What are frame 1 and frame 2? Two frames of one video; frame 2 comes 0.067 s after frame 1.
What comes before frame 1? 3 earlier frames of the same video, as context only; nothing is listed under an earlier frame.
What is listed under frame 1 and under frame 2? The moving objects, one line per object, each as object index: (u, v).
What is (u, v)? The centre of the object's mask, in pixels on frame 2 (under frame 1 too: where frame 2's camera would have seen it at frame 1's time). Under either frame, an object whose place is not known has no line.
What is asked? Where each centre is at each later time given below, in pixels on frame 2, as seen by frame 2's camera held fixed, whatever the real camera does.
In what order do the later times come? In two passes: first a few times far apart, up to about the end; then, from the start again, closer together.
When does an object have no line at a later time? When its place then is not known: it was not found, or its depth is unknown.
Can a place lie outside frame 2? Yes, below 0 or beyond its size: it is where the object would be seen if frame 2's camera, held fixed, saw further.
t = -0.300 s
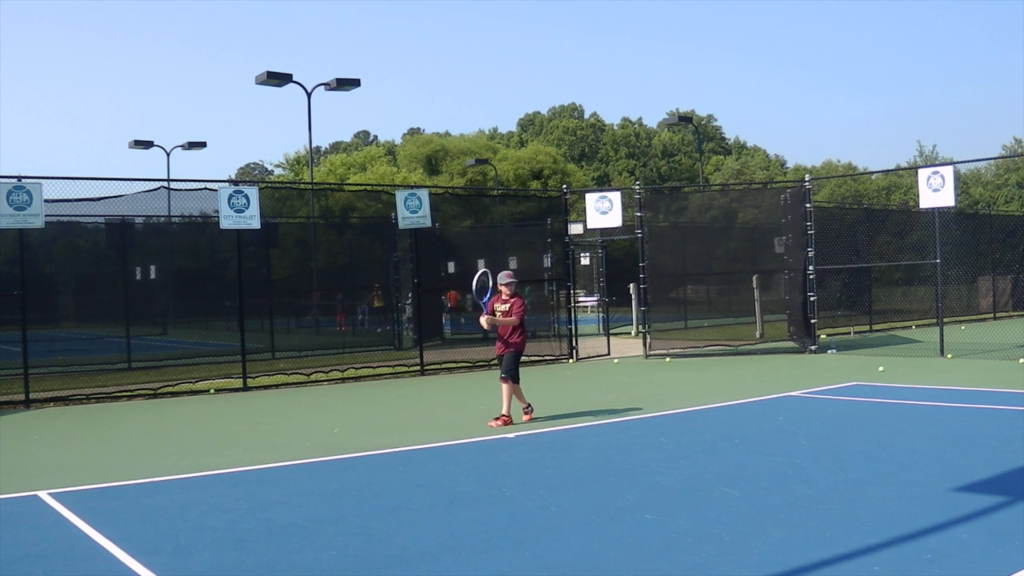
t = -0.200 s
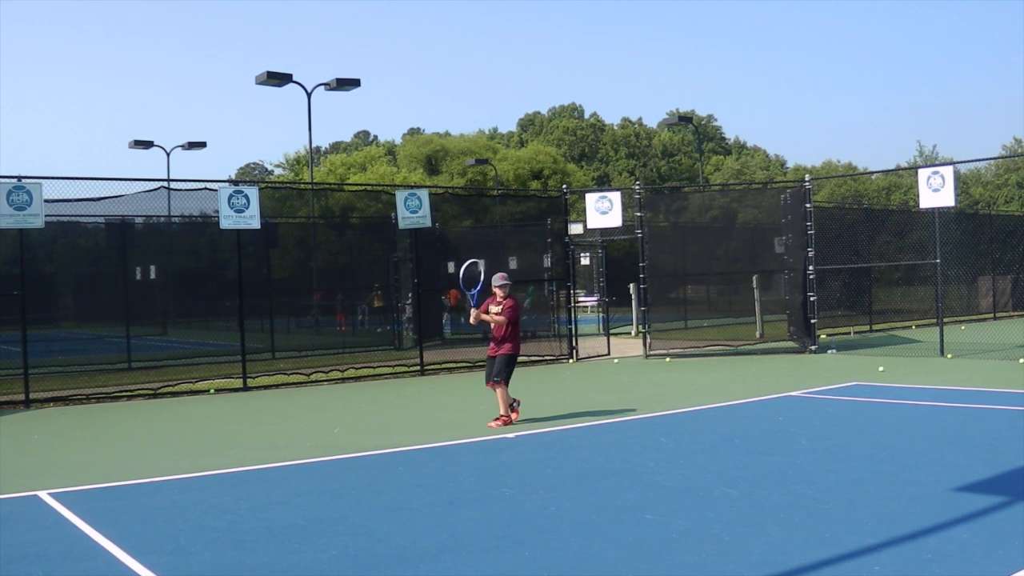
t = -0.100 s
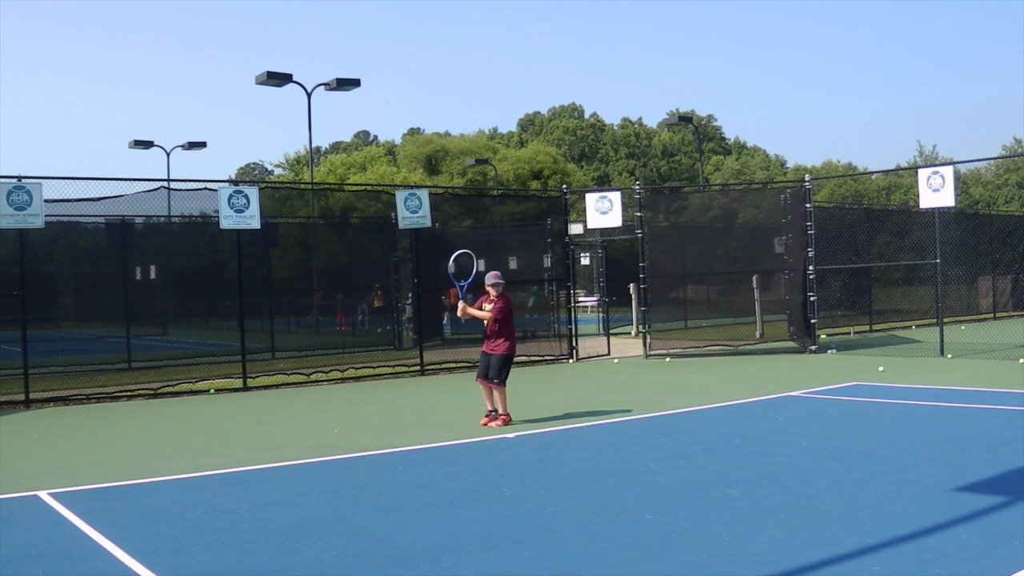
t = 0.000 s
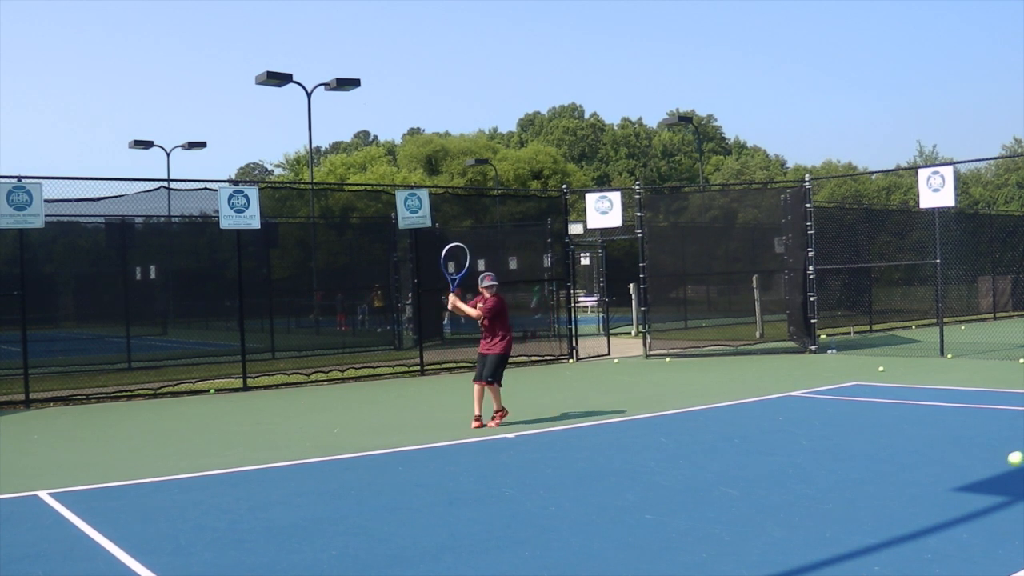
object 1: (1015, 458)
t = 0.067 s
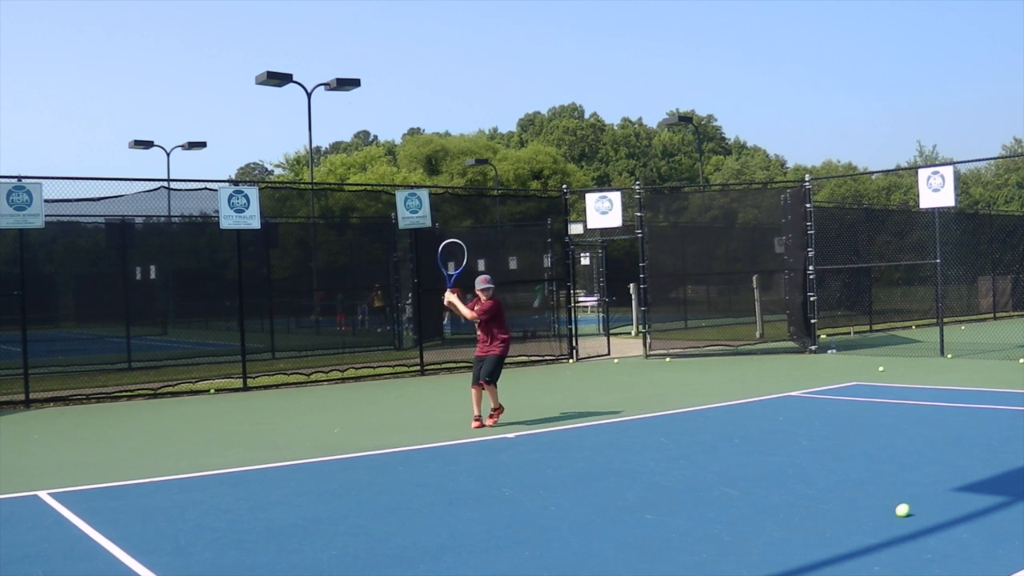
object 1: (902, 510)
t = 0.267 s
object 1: (747, 379)
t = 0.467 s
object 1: (627, 330)
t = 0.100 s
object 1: (872, 485)
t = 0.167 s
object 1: (820, 435)
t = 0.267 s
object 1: (747, 379)
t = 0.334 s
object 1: (704, 354)
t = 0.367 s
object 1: (684, 346)
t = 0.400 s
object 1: (664, 338)
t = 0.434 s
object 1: (645, 334)
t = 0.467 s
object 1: (627, 330)
